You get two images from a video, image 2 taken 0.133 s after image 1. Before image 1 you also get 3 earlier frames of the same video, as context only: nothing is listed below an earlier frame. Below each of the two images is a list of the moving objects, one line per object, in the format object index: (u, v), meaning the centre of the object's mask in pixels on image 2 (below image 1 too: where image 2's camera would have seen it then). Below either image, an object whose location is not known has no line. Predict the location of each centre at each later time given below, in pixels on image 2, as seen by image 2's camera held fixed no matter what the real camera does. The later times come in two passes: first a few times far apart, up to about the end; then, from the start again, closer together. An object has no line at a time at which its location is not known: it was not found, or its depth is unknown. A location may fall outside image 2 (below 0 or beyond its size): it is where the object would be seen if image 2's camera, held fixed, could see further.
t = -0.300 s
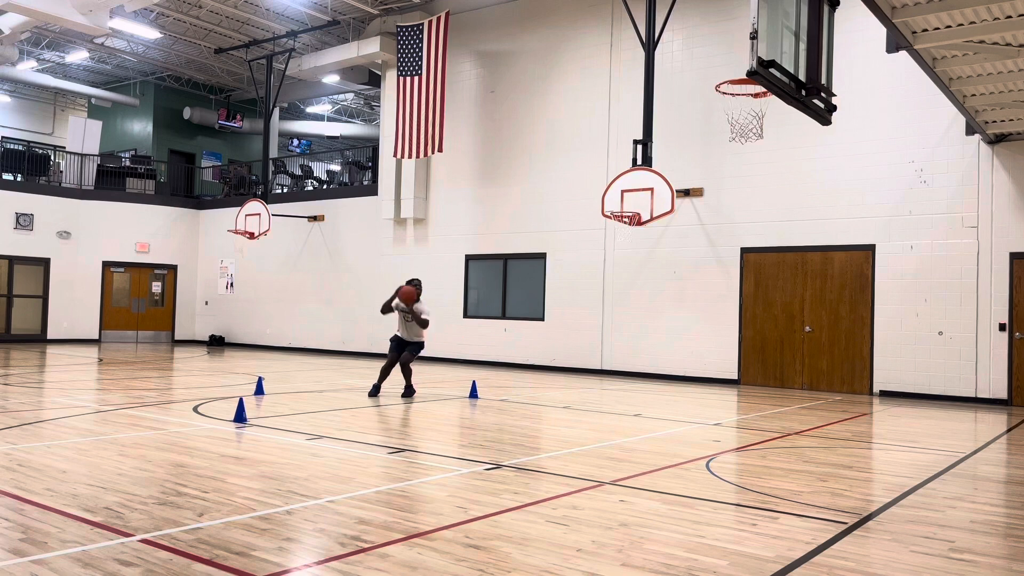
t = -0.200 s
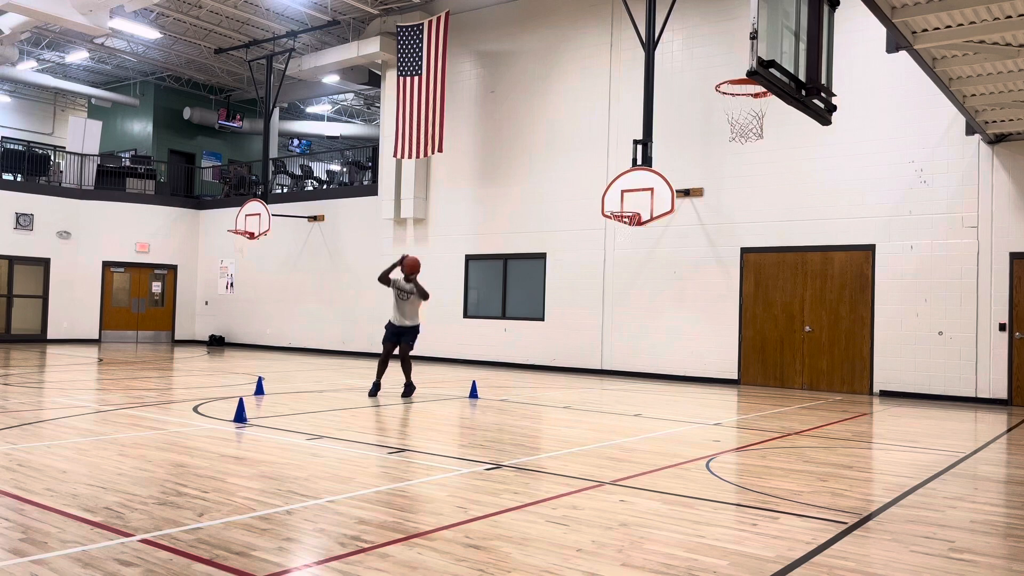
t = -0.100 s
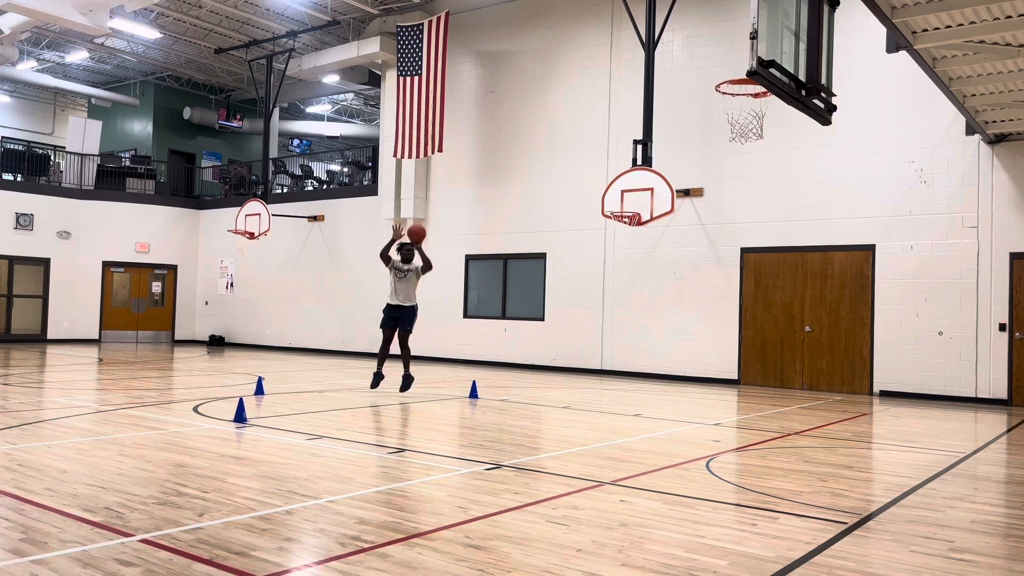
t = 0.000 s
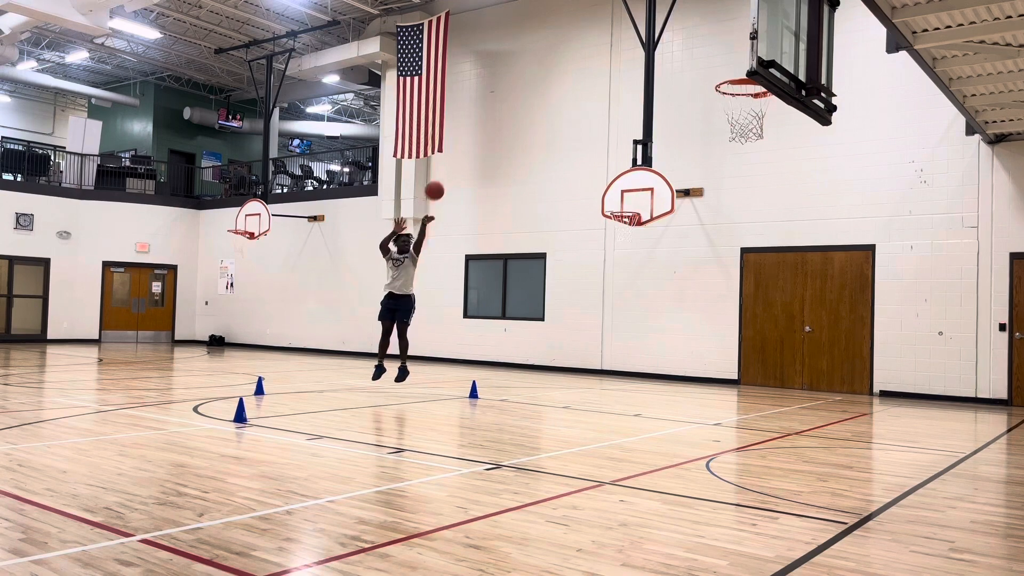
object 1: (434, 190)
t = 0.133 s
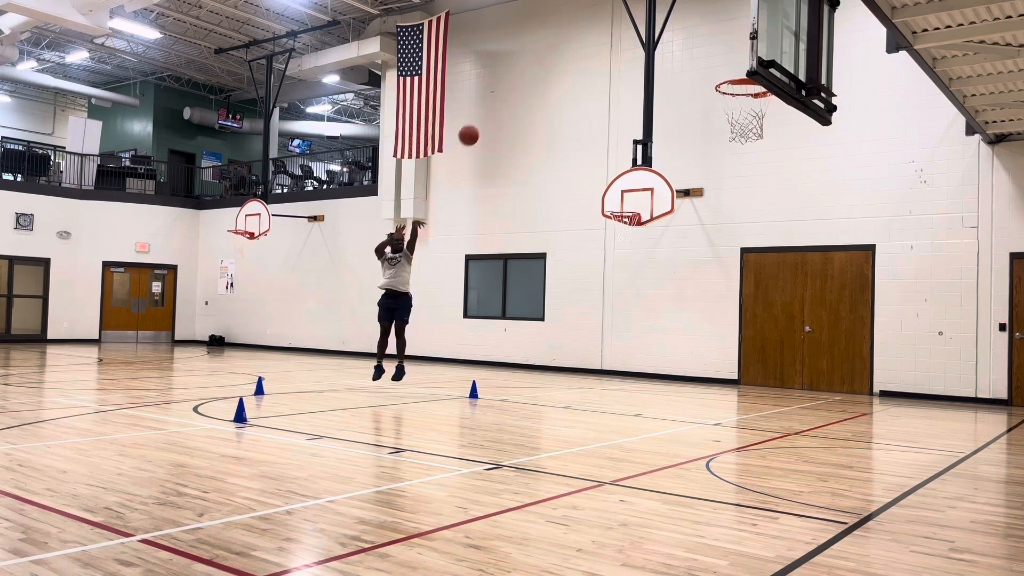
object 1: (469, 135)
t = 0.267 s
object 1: (506, 90)
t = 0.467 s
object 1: (567, 45)
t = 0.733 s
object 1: (665, 39)
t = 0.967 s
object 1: (757, 103)
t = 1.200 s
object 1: (729, 243)
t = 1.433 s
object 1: (705, 430)
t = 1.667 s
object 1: (663, 315)
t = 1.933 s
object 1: (619, 254)
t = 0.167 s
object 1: (478, 123)
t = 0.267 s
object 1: (506, 90)
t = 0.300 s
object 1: (515, 81)
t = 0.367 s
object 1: (535, 64)
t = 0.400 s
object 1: (546, 57)
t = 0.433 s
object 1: (556, 50)
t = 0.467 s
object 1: (567, 45)
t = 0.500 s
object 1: (578, 41)
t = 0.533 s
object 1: (590, 38)
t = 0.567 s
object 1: (601, 35)
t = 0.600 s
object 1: (614, 33)
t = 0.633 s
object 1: (626, 33)
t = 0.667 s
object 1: (638, 34)
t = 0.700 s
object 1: (652, 36)
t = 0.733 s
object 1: (665, 39)
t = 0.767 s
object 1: (678, 43)
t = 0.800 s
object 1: (693, 49)
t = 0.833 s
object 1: (707, 56)
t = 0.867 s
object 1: (722, 65)
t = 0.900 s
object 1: (735, 74)
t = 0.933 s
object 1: (753, 93)
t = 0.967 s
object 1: (757, 103)
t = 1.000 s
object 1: (753, 122)
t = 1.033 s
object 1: (749, 140)
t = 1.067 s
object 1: (744, 157)
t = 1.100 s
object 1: (741, 177)
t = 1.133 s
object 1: (736, 198)
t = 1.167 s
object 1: (732, 220)
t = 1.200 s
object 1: (729, 243)
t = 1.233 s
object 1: (725, 267)
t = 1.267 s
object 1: (722, 291)
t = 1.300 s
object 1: (718, 317)
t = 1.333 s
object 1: (715, 344)
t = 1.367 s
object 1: (711, 371)
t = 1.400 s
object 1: (708, 400)
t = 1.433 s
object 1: (705, 430)
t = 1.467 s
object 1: (699, 418)
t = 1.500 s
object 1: (693, 397)
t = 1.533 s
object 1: (687, 378)
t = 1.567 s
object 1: (680, 360)
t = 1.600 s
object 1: (675, 344)
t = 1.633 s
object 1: (669, 329)
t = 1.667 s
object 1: (663, 315)
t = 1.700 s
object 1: (657, 303)
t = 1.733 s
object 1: (652, 293)
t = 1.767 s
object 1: (646, 283)
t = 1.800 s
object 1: (640, 275)
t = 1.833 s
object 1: (635, 268)
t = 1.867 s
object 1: (630, 262)
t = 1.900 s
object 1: (624, 257)
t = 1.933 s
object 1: (619, 254)
